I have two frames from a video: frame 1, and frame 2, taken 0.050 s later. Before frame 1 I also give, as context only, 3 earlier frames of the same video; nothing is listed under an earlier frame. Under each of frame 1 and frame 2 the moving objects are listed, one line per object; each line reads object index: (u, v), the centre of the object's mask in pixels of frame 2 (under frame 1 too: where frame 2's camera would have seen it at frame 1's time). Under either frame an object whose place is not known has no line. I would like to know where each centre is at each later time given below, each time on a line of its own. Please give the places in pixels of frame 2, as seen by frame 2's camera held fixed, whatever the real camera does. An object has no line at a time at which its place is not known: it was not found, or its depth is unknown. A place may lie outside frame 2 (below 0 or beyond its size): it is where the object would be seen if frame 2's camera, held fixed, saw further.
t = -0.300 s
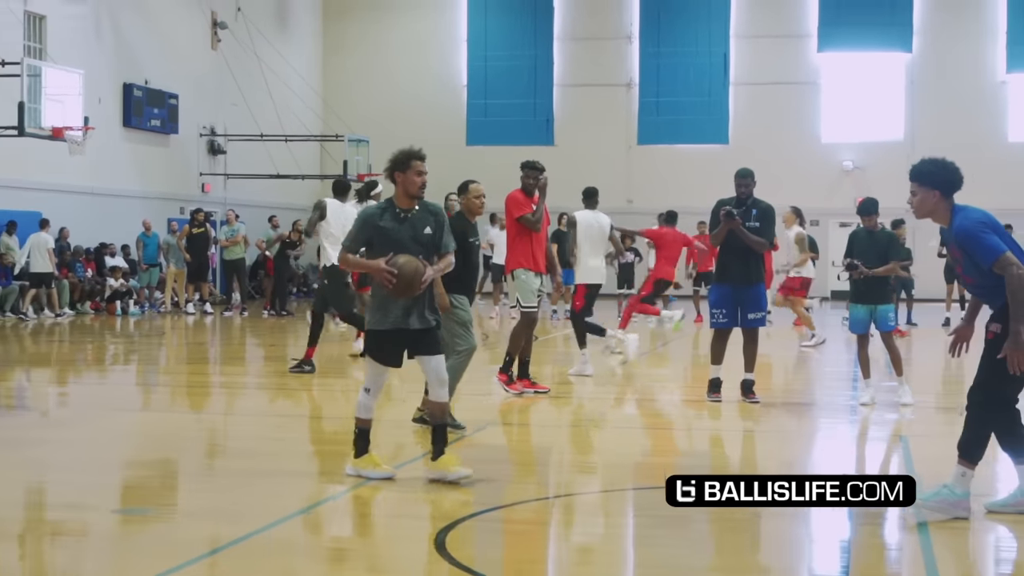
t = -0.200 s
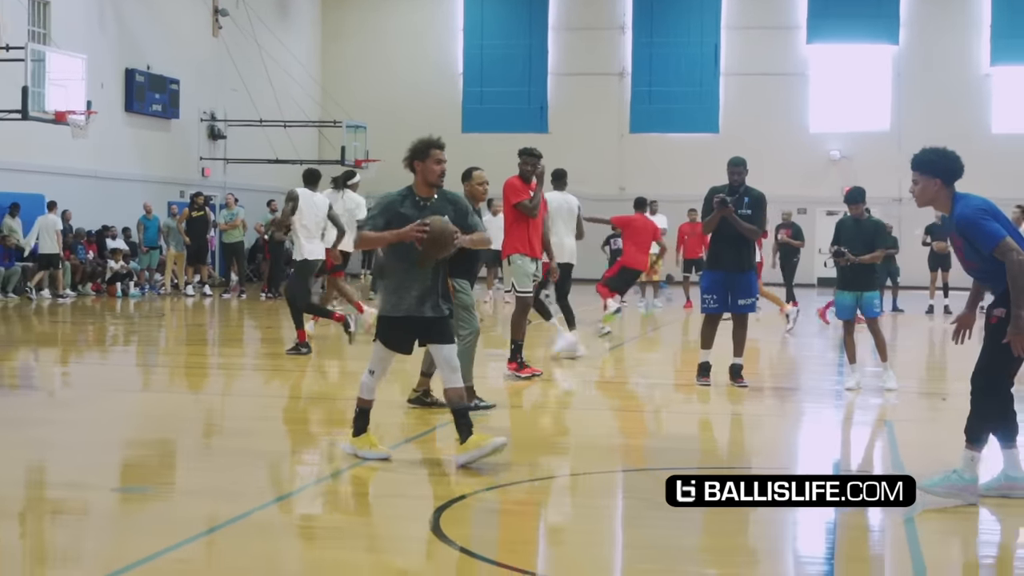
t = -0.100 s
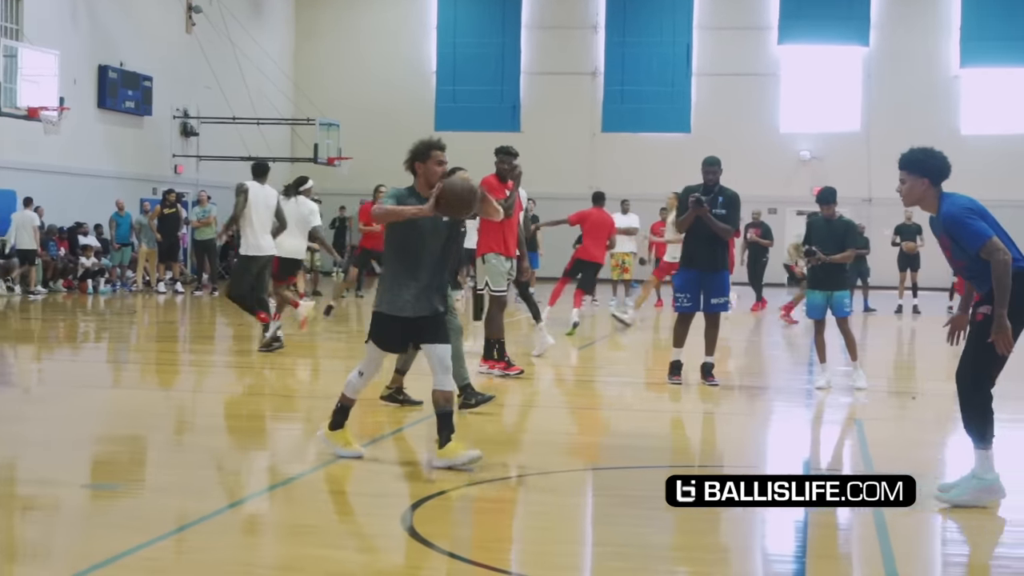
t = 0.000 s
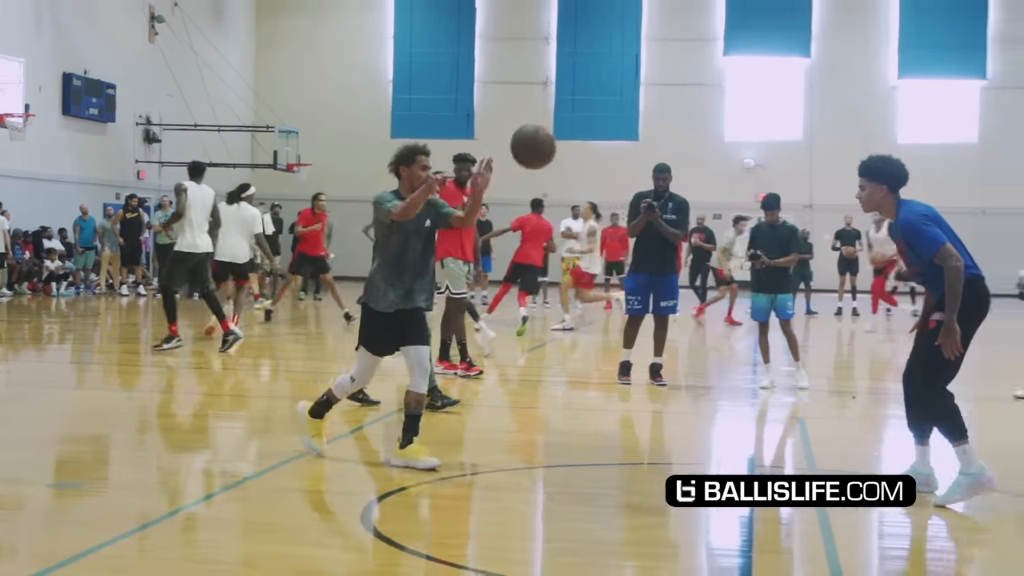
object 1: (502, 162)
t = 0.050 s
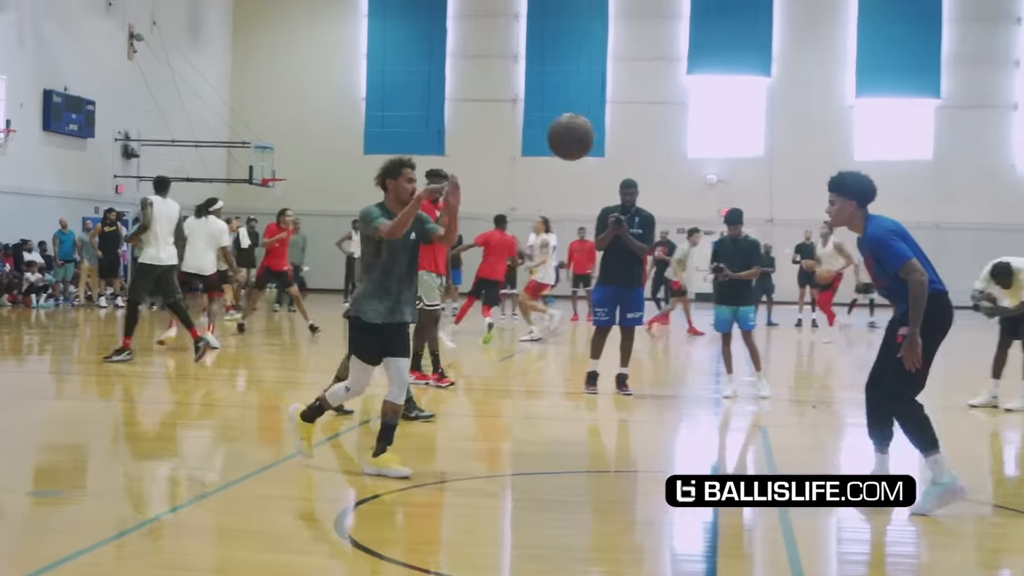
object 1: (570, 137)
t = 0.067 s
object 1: (594, 130)
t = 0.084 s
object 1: (618, 123)
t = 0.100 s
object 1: (642, 115)
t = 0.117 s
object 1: (667, 109)
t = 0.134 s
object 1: (693, 102)
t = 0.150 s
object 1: (717, 98)
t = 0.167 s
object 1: (751, 90)
